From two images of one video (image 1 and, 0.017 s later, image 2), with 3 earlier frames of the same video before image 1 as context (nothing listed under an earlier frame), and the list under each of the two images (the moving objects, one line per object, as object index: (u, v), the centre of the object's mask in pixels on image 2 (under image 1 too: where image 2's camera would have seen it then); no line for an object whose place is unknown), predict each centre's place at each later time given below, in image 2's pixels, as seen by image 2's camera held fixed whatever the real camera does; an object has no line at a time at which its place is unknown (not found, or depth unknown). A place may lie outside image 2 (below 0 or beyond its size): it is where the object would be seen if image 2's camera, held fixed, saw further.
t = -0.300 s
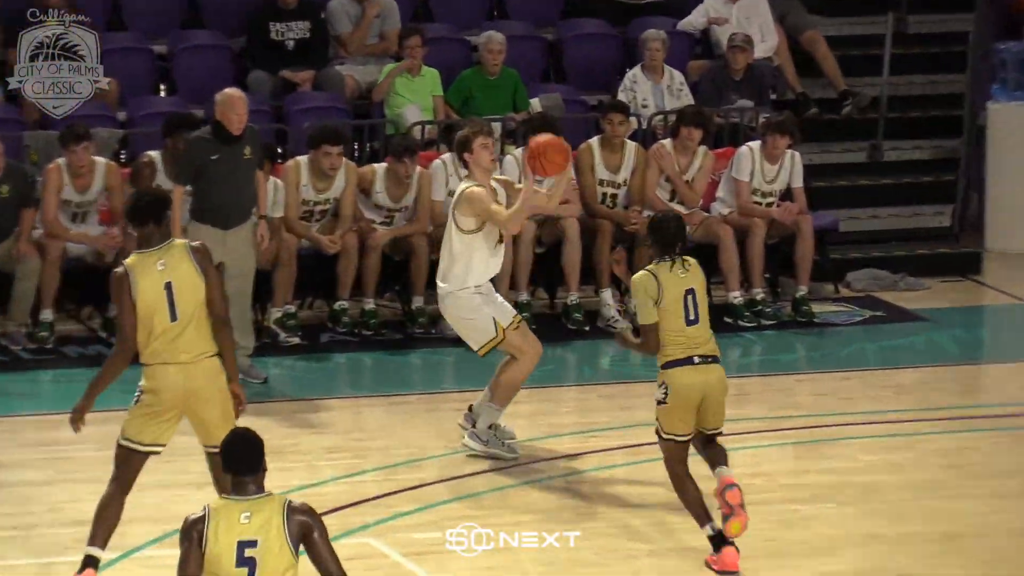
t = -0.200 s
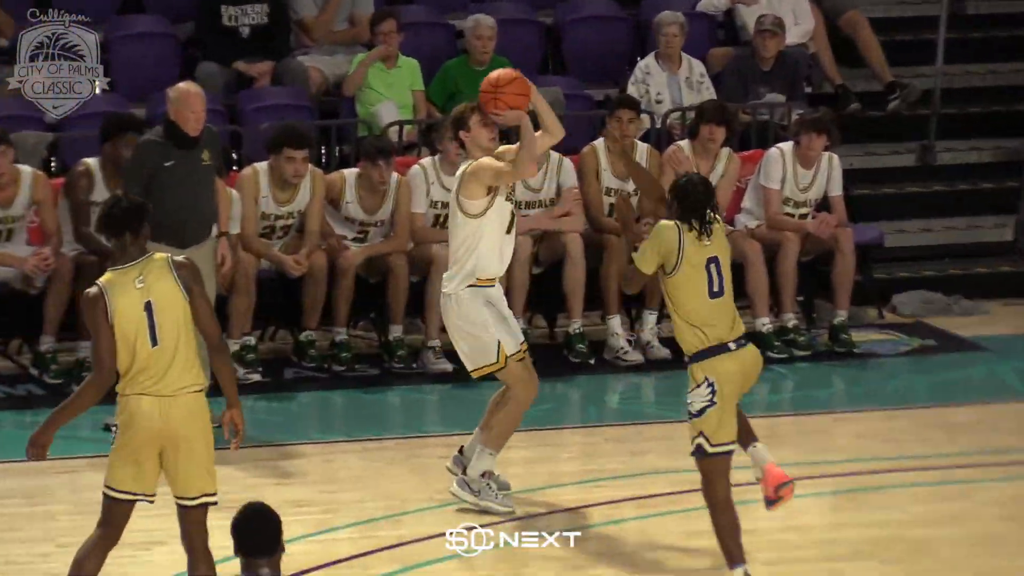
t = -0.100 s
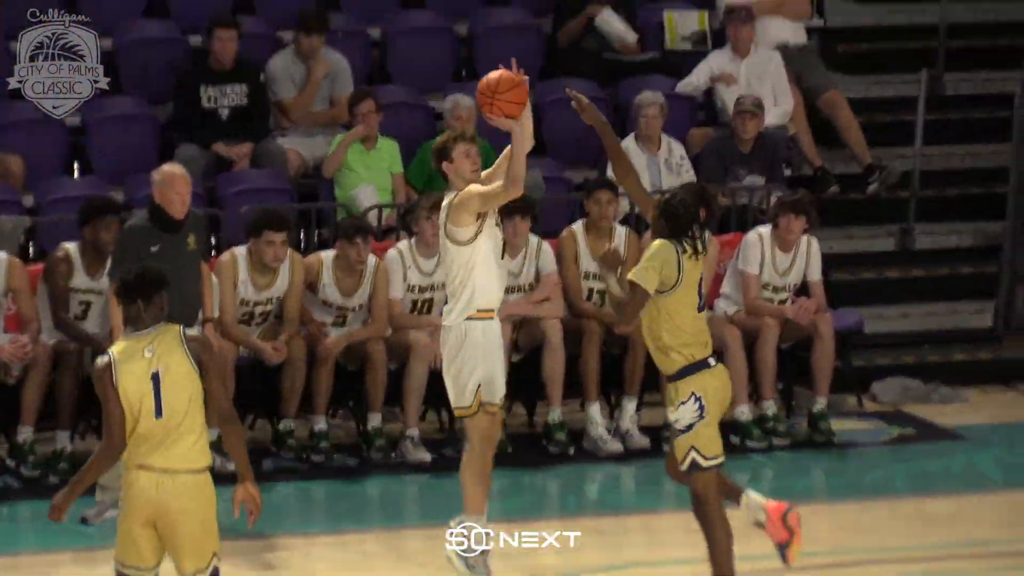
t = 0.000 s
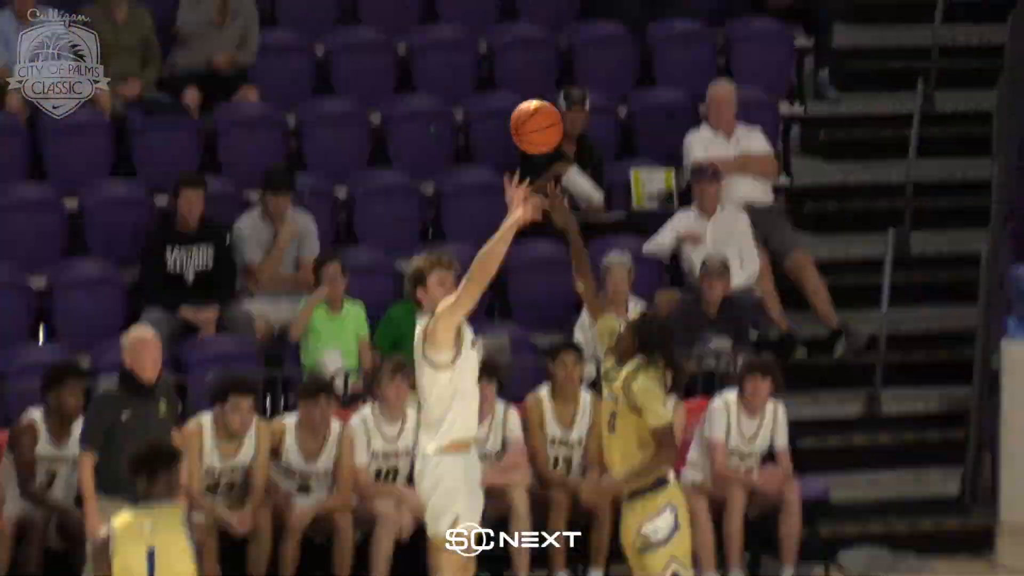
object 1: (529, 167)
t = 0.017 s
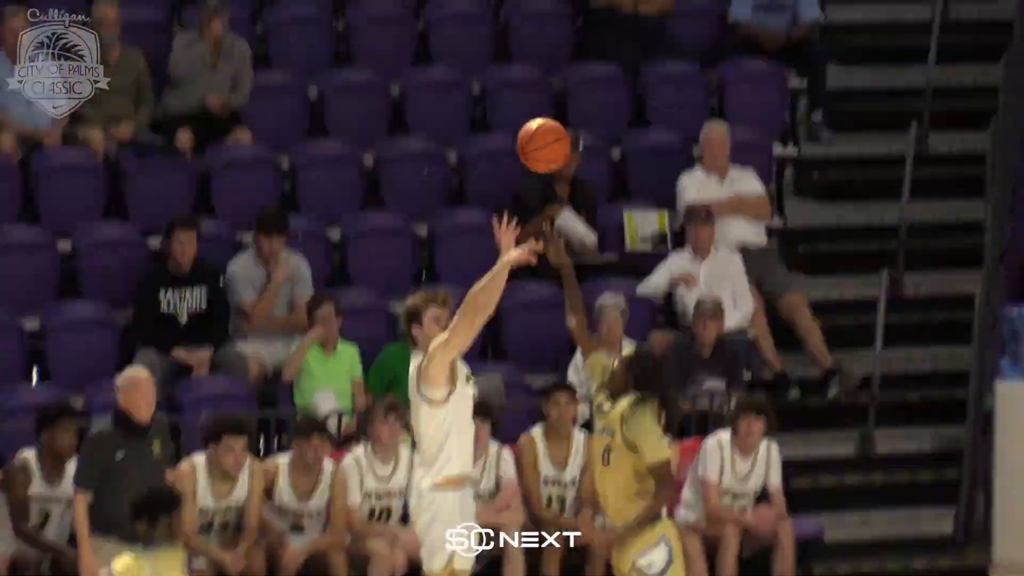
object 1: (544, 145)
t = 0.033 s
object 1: (558, 124)
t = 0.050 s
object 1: (572, 102)
